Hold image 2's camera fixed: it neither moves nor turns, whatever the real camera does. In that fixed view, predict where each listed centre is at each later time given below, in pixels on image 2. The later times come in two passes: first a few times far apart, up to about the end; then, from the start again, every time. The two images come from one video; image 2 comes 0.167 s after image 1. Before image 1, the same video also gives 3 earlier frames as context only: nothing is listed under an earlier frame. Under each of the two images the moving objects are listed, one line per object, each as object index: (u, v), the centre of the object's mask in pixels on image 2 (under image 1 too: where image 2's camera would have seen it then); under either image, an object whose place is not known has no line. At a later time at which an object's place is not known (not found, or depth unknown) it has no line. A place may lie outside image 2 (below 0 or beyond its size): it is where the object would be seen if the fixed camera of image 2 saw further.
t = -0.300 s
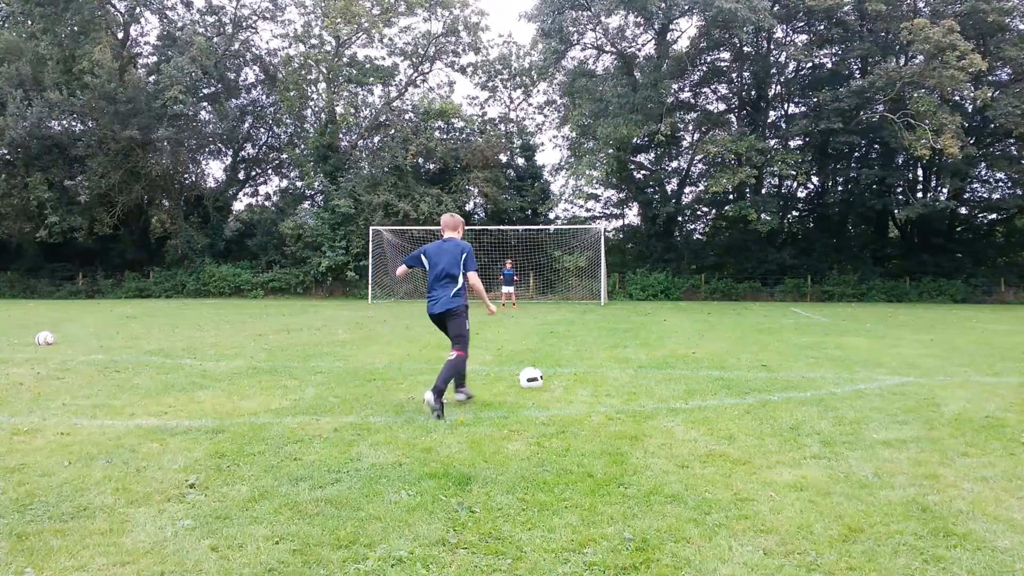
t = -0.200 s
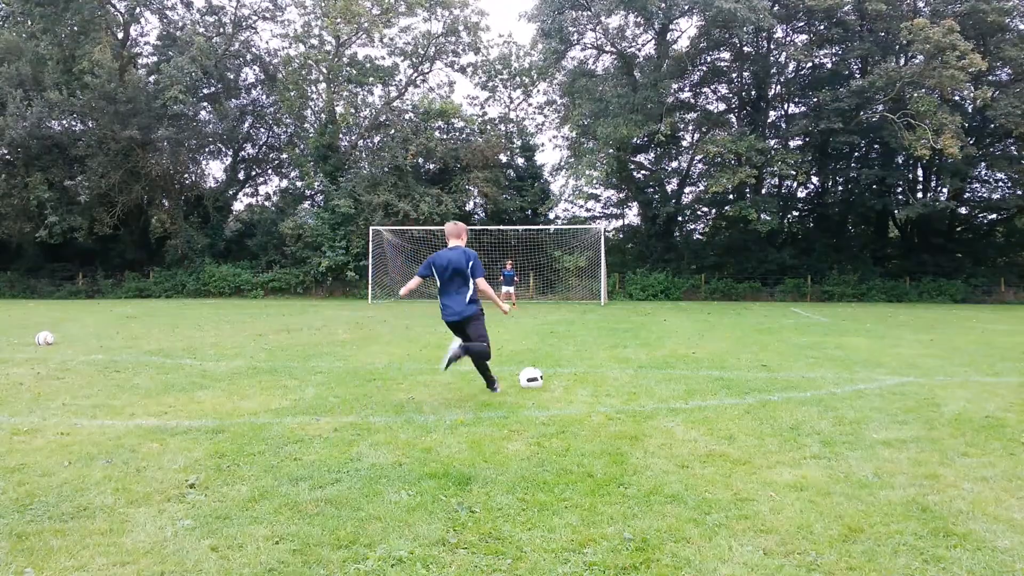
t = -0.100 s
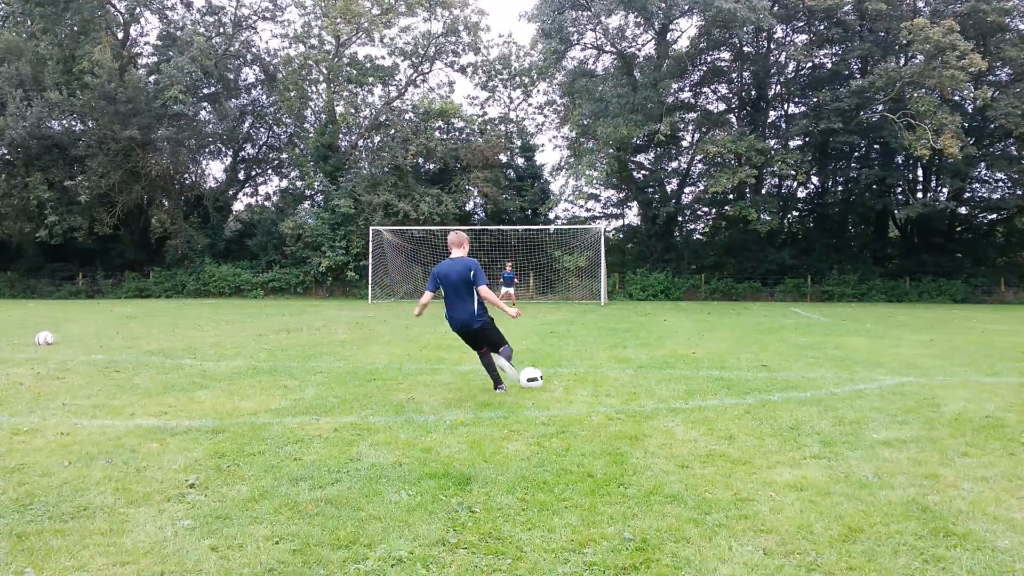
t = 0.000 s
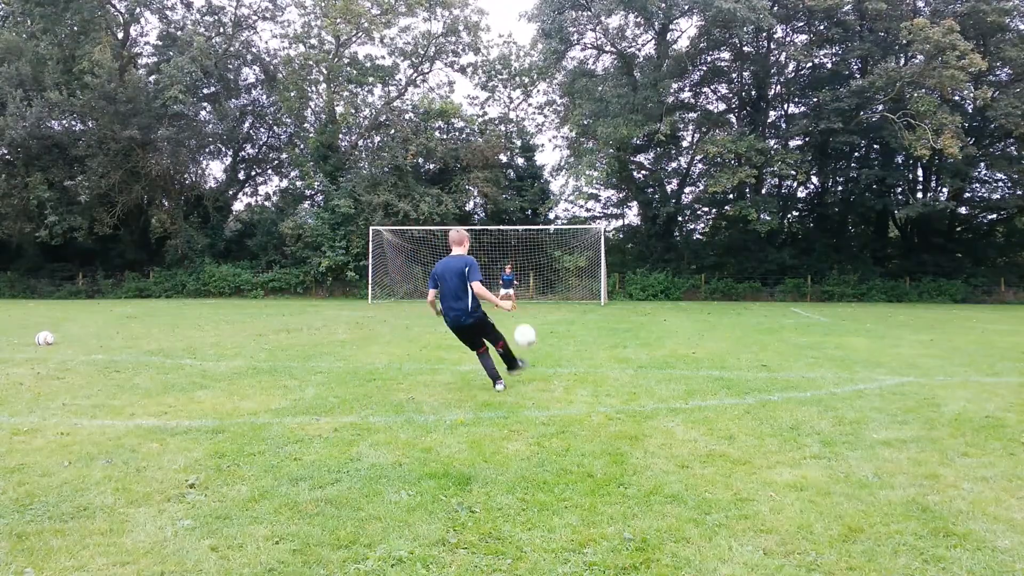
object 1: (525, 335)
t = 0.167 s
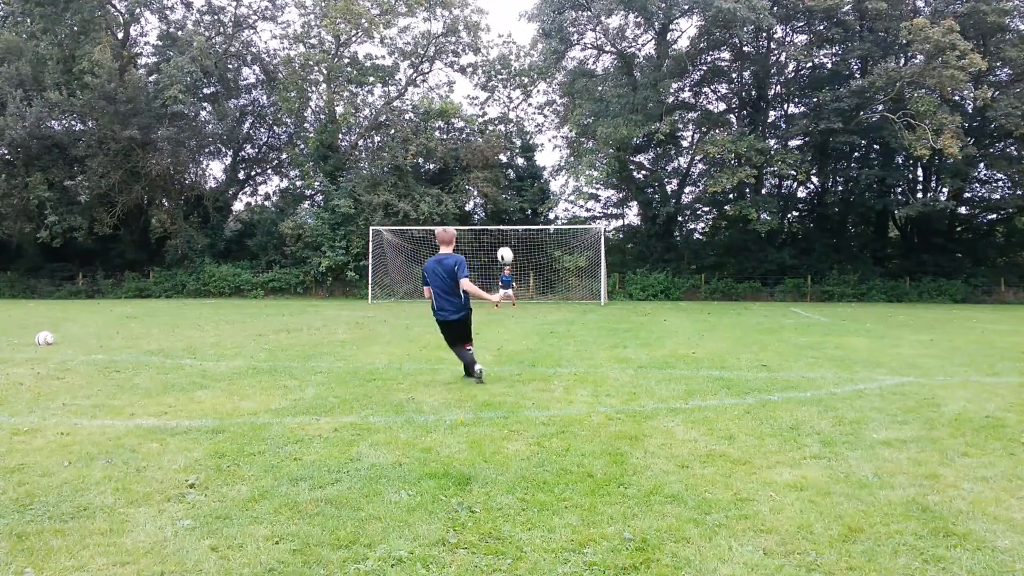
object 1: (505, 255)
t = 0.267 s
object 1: (493, 234)
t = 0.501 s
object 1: (469, 219)
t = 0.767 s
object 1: (444, 235)
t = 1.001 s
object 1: (423, 264)
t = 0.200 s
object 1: (501, 247)
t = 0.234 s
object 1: (497, 240)
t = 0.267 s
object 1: (493, 234)
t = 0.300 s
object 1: (490, 230)
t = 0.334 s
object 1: (486, 226)
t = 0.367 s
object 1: (483, 223)
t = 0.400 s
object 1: (479, 221)
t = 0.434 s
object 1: (476, 220)
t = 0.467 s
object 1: (472, 219)
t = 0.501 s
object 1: (469, 219)
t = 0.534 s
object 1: (466, 220)
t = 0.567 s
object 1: (463, 221)
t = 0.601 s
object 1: (459, 222)
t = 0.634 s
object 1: (456, 224)
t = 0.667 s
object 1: (453, 226)
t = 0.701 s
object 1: (450, 229)
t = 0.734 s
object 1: (447, 232)
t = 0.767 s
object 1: (444, 235)
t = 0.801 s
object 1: (441, 239)
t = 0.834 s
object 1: (437, 242)
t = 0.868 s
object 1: (434, 246)
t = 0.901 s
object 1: (431, 250)
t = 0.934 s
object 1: (429, 255)
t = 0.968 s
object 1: (426, 260)
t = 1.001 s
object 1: (423, 264)
